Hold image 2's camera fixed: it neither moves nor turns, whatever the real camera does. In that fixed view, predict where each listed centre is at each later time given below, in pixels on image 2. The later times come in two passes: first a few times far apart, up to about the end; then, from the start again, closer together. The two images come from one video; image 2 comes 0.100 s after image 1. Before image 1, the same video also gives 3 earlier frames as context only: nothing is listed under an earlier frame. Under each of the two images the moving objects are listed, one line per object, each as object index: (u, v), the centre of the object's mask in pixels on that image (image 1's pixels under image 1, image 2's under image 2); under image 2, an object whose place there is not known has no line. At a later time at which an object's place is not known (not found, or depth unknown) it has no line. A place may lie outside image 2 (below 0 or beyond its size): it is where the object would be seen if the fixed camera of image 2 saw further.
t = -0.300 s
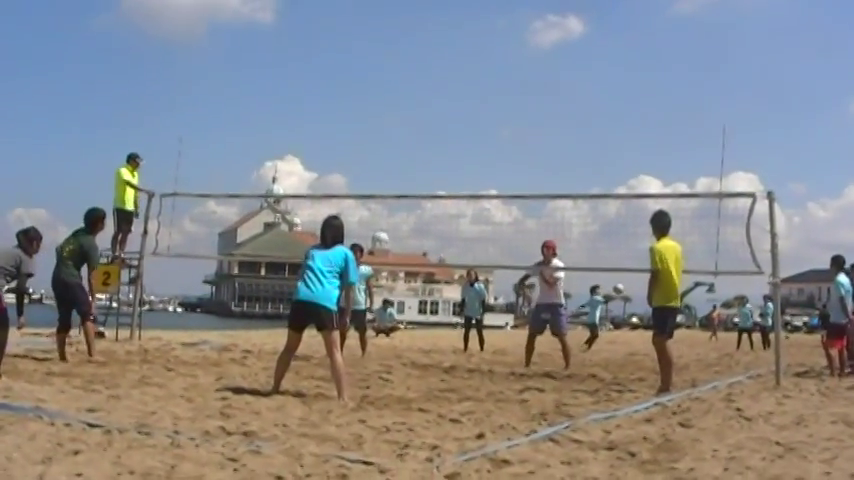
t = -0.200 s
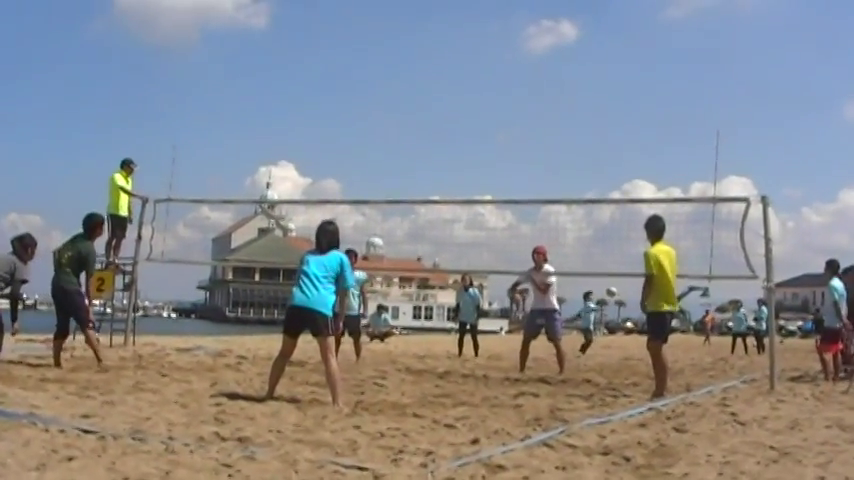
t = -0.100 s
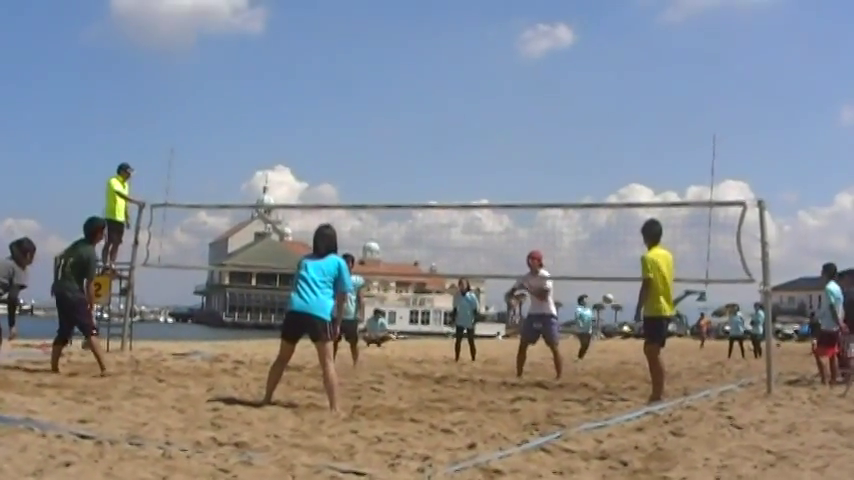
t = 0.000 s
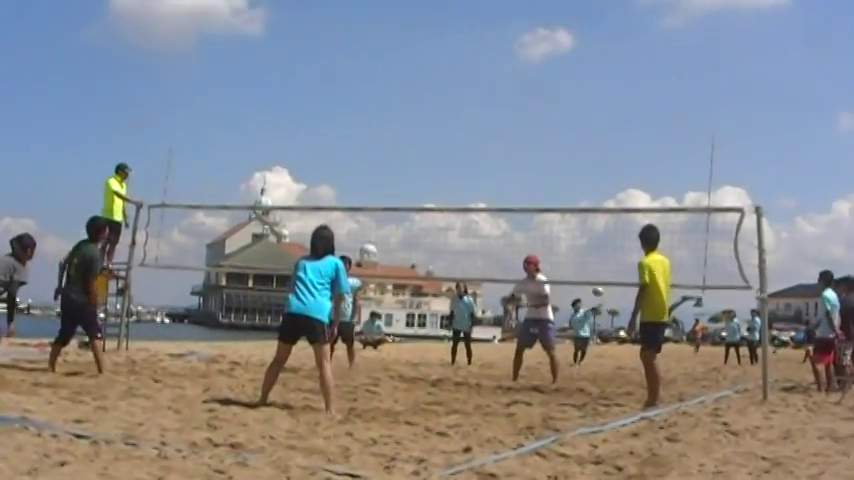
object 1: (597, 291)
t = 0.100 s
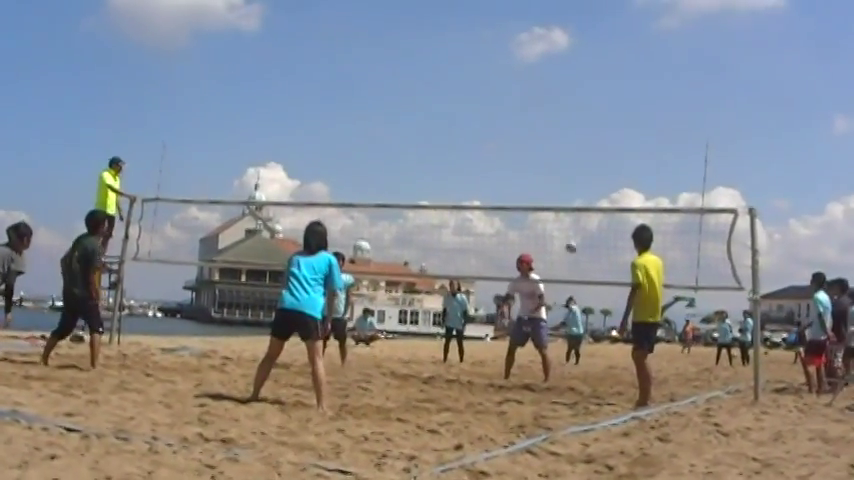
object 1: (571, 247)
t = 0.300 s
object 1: (525, 169)
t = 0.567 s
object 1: (456, 89)
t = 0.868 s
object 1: (371, 41)
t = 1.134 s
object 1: (283, 47)
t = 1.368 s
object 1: (194, 98)
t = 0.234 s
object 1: (541, 194)
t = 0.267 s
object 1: (533, 181)
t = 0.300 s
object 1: (525, 169)
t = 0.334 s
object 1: (517, 158)
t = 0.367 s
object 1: (508, 147)
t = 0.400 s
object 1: (500, 137)
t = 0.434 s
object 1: (491, 126)
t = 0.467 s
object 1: (482, 117)
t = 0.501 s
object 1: (474, 107)
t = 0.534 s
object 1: (465, 98)
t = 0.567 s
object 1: (456, 89)
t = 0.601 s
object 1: (448, 82)
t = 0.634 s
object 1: (439, 74)
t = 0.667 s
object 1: (430, 67)
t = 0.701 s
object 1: (420, 61)
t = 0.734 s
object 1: (410, 57)
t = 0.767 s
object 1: (401, 52)
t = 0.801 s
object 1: (391, 47)
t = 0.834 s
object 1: (381, 43)
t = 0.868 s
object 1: (371, 41)
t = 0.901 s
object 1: (360, 39)
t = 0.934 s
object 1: (350, 37)
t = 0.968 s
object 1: (339, 36)
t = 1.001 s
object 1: (328, 37)
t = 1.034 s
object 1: (317, 38)
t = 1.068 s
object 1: (306, 40)
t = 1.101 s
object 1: (295, 43)
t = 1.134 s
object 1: (283, 47)
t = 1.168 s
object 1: (271, 51)
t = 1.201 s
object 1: (259, 57)
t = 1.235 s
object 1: (247, 63)
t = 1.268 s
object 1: (234, 70)
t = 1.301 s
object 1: (221, 77)
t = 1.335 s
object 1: (207, 88)
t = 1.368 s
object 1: (194, 98)
